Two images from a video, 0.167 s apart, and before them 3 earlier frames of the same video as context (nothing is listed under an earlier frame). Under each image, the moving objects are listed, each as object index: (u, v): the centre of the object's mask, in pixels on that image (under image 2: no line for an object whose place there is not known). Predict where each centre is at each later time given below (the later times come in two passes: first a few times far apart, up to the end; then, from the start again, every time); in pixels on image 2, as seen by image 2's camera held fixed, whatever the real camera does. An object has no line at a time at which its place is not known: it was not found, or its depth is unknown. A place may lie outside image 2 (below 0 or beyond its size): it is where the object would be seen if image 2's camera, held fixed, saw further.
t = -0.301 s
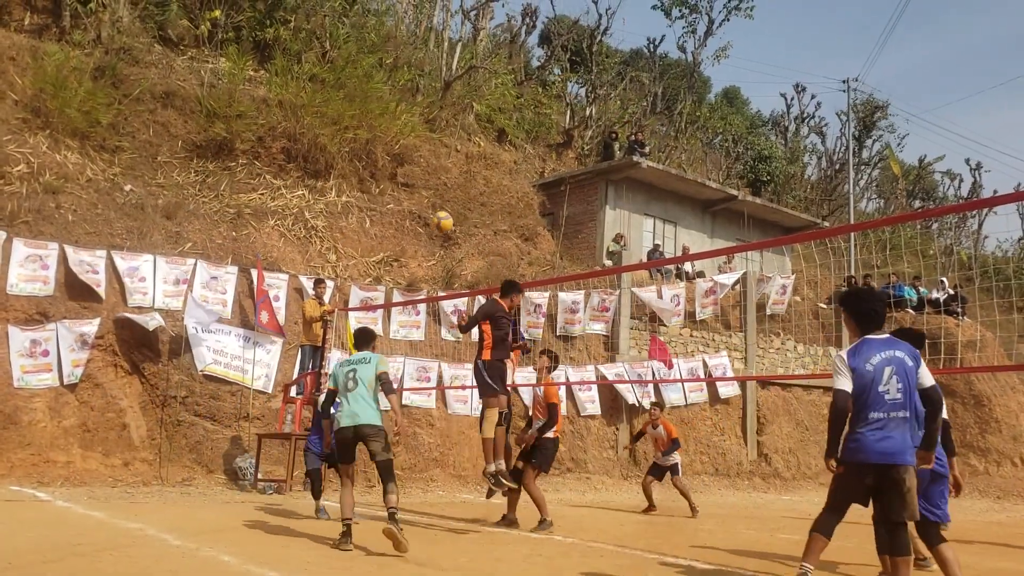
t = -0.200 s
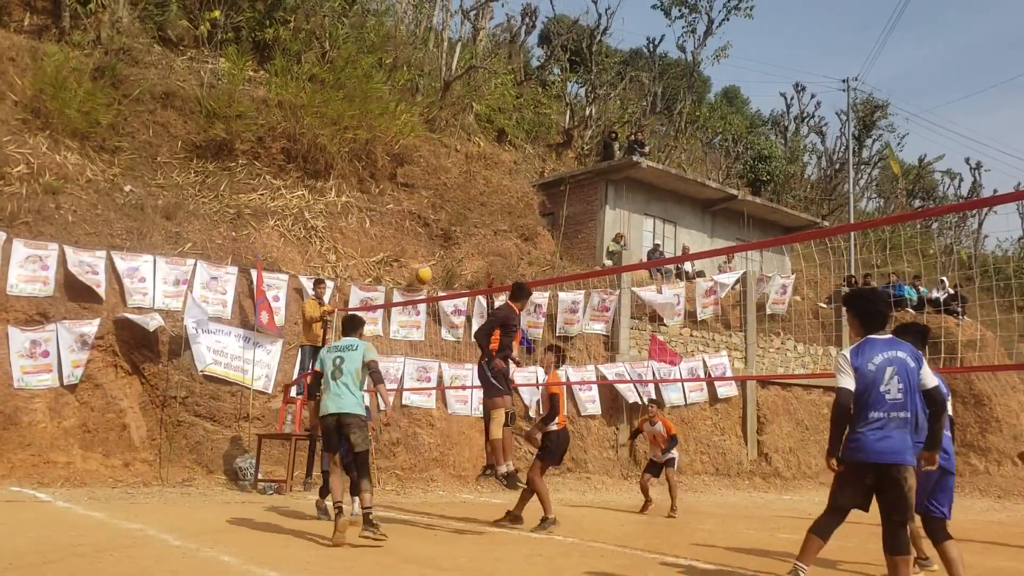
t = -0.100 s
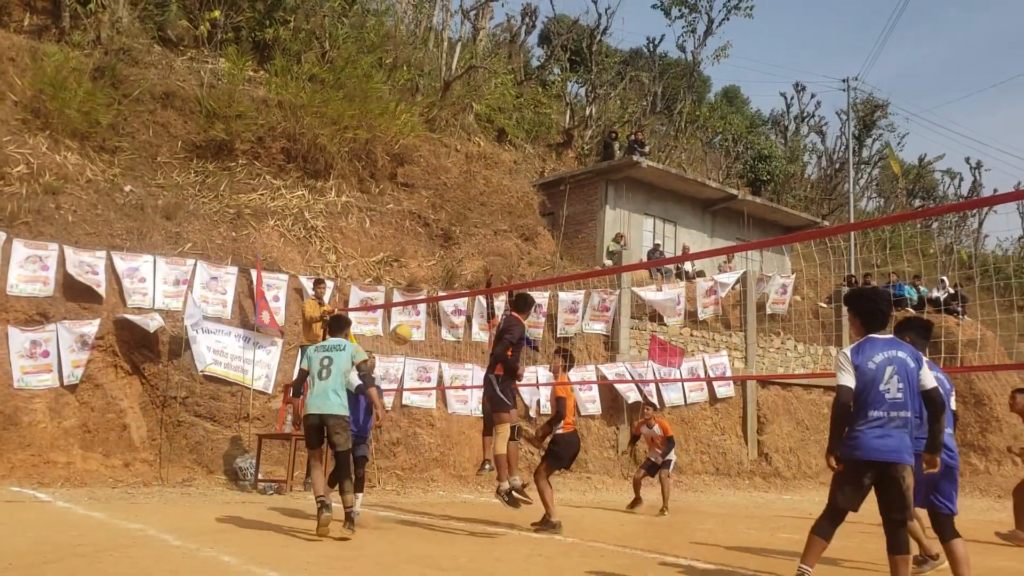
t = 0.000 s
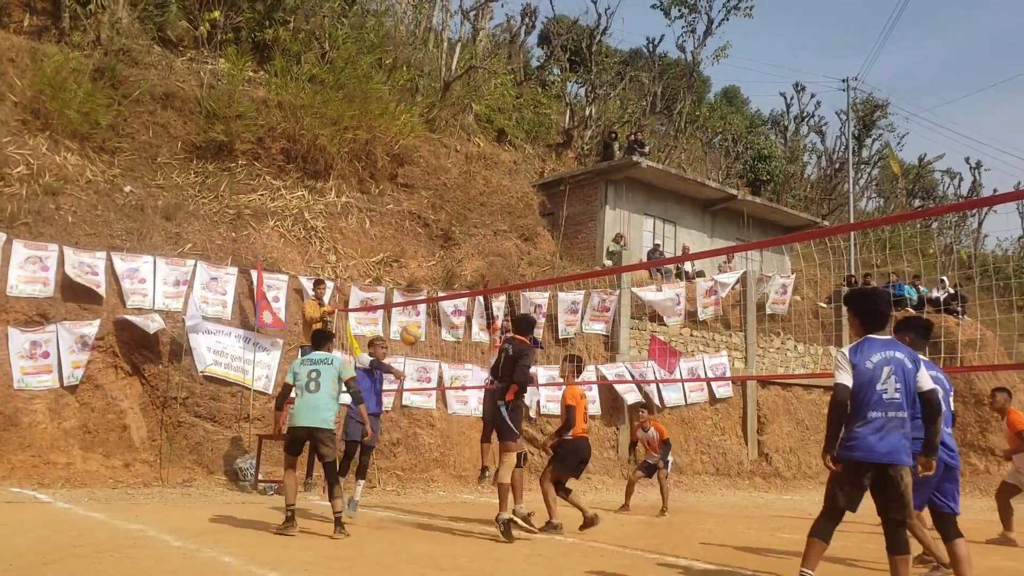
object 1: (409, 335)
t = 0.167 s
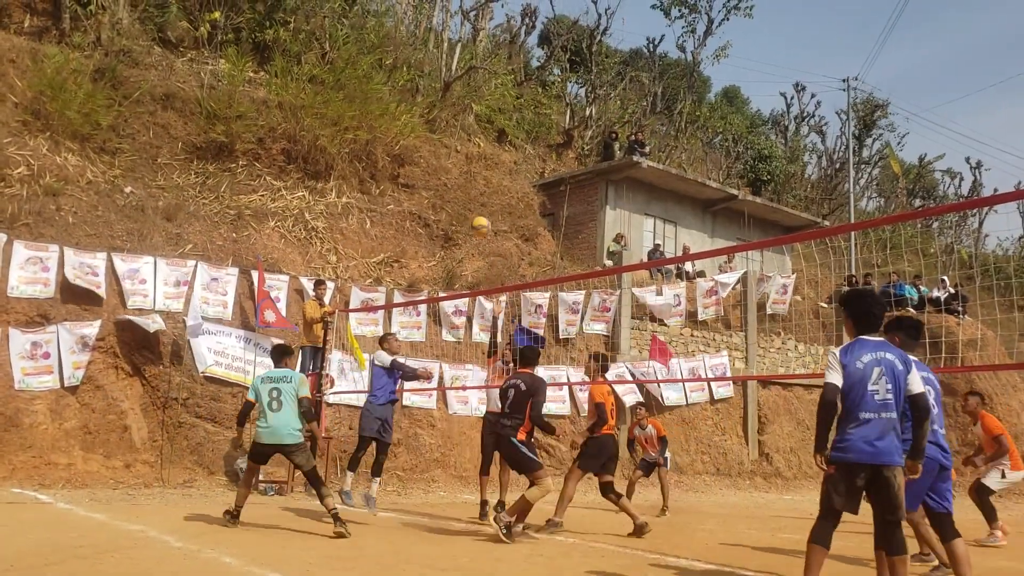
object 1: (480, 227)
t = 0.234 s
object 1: (506, 193)
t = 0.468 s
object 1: (593, 114)
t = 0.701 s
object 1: (671, 87)
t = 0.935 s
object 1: (744, 105)
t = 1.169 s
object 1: (815, 168)
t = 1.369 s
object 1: (877, 256)
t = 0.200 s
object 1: (495, 209)
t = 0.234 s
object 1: (506, 193)
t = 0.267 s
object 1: (520, 179)
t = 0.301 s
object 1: (532, 165)
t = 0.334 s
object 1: (545, 153)
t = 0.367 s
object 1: (558, 143)
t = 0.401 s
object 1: (569, 132)
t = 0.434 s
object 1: (581, 123)
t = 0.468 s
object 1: (593, 114)
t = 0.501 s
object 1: (604, 107)
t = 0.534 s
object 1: (615, 102)
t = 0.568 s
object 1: (627, 96)
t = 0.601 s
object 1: (638, 92)
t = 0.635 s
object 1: (649, 90)
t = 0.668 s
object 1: (660, 88)
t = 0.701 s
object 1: (671, 87)
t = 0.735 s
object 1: (681, 87)
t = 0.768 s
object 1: (692, 88)
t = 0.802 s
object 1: (702, 90)
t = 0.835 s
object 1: (713, 92)
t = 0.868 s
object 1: (723, 96)
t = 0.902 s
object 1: (733, 100)
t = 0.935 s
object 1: (744, 105)
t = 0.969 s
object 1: (754, 112)
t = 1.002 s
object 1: (764, 119)
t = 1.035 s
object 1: (775, 127)
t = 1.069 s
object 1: (784, 136)
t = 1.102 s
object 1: (794, 146)
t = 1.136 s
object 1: (805, 157)
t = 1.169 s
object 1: (815, 168)
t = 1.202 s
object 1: (826, 180)
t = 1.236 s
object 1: (835, 195)
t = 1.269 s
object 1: (845, 208)
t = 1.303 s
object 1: (855, 218)
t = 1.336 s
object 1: (867, 239)
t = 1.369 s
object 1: (877, 256)
